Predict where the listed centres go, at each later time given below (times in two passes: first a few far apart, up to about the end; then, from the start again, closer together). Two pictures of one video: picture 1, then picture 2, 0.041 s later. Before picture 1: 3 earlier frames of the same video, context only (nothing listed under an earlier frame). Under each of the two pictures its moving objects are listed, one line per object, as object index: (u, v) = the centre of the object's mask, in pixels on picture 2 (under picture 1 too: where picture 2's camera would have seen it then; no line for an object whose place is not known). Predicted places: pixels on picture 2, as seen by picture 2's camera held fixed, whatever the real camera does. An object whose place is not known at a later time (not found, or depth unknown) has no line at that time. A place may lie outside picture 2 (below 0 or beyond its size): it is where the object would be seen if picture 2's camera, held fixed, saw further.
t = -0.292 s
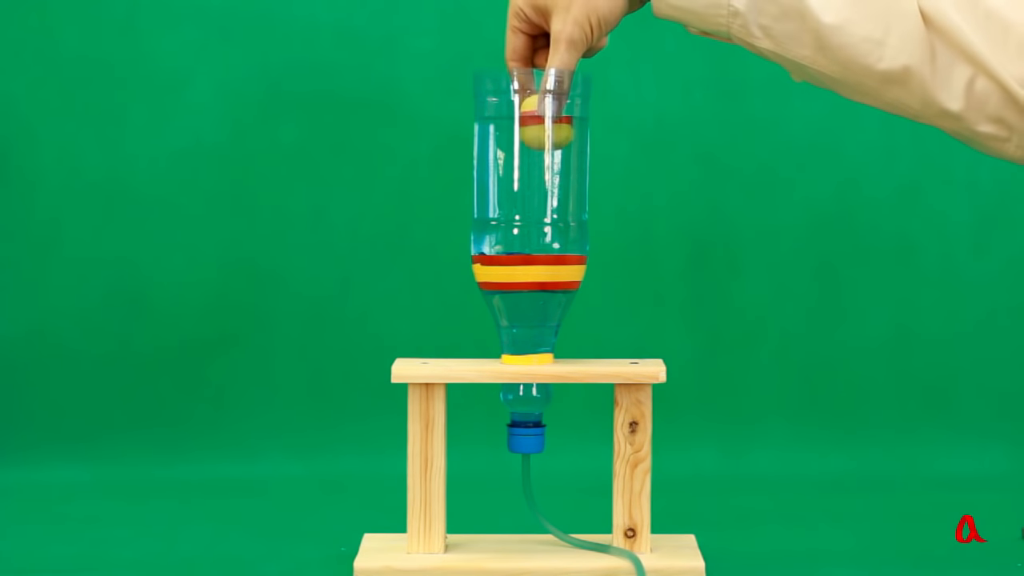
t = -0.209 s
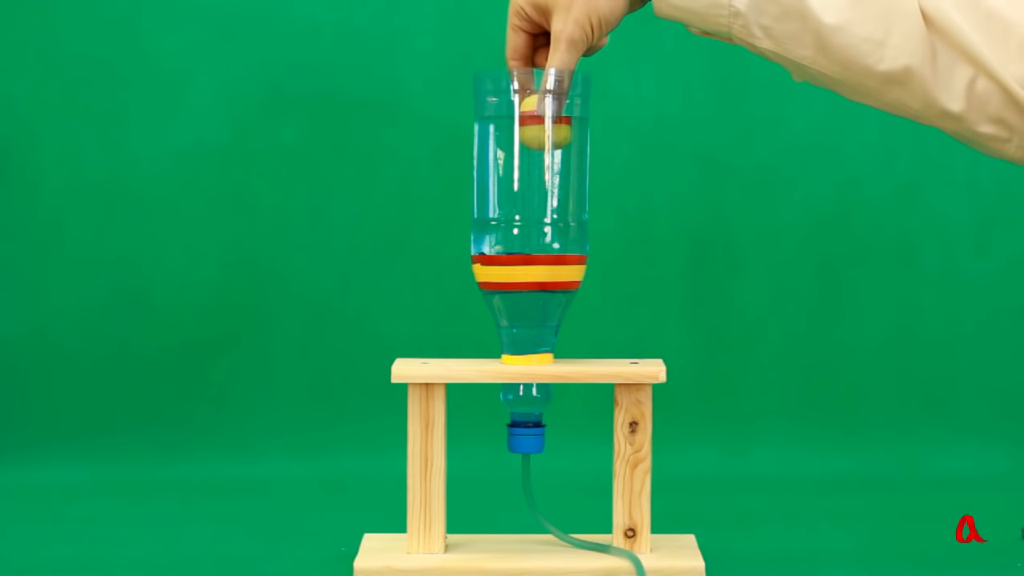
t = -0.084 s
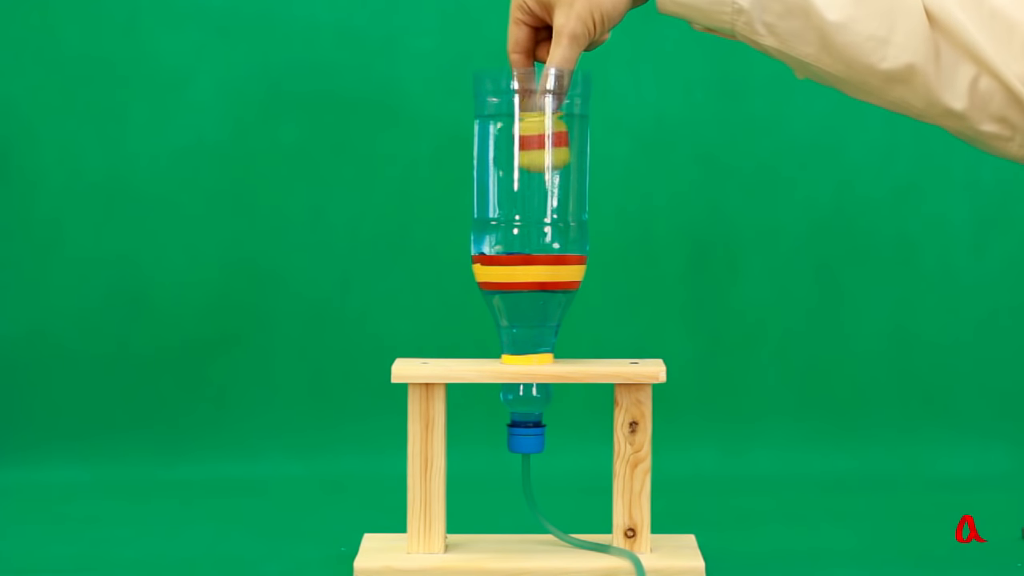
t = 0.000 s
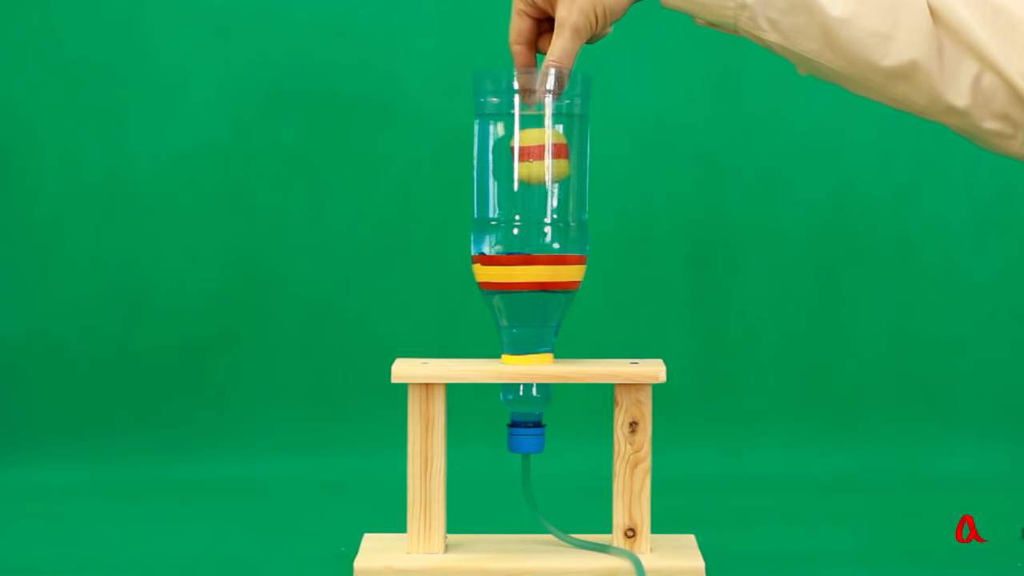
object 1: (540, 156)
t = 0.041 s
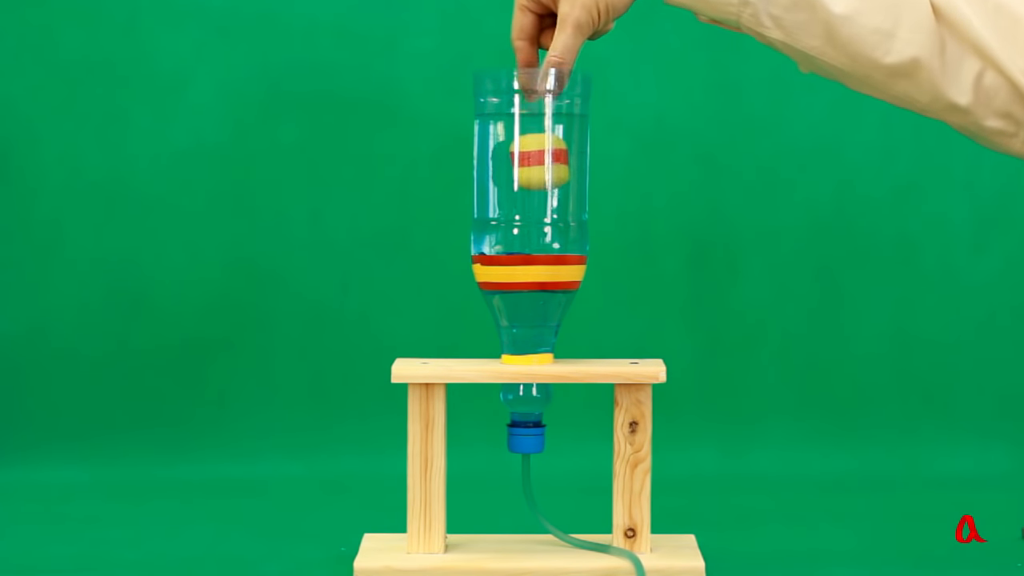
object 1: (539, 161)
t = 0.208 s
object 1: (536, 179)
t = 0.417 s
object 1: (532, 192)
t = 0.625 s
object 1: (529, 195)
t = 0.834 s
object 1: (524, 191)
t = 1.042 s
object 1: (518, 180)
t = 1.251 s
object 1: (513, 161)
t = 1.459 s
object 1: (510, 139)
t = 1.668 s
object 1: (509, 139)
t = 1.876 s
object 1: (508, 152)
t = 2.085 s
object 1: (509, 154)
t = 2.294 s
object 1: (509, 149)
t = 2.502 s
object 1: (509, 139)
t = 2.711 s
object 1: (508, 139)
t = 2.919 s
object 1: (508, 147)
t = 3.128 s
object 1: (508, 147)
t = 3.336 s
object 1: (507, 140)
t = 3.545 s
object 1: (507, 139)
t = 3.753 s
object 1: (506, 143)
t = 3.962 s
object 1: (505, 141)
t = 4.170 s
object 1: (505, 140)
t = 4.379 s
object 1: (504, 142)
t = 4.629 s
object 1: (504, 140)
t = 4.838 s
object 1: (503, 141)
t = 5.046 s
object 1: (503, 141)
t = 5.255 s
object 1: (503, 141)
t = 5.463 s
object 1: (503, 141)
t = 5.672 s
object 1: (504, 141)
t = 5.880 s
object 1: (505, 141)
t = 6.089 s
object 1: (507, 141)
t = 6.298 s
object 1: (508, 141)
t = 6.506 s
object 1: (509, 140)
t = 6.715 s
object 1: (511, 140)
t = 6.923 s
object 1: (513, 140)
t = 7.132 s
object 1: (515, 140)
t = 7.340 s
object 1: (517, 140)
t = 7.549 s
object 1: (517, 140)
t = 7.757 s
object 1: (521, 141)
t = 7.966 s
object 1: (523, 140)
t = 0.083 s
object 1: (539, 167)
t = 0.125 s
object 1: (538, 171)
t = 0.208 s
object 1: (536, 179)
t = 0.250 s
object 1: (536, 182)
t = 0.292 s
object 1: (535, 185)
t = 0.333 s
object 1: (535, 188)
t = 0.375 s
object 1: (534, 190)
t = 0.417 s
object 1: (532, 192)
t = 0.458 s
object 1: (532, 193)
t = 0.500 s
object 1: (531, 194)
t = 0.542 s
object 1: (530, 194)
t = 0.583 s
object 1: (530, 195)
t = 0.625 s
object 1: (529, 195)
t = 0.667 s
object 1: (528, 194)
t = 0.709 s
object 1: (522, 194)
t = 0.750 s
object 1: (527, 194)
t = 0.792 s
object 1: (525, 193)
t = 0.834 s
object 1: (524, 191)
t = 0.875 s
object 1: (524, 189)
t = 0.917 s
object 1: (523, 187)
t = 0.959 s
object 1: (519, 186)
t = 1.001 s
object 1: (522, 183)
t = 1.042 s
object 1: (518, 180)
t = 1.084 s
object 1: (521, 177)
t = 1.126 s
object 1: (517, 174)
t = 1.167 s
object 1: (513, 170)
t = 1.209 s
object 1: (514, 166)
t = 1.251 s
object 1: (513, 161)
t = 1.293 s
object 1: (512, 157)
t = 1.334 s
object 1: (512, 152)
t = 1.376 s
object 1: (511, 148)
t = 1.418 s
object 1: (510, 143)
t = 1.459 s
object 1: (510, 139)
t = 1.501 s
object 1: (510, 136)
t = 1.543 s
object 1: (510, 134)
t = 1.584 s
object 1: (510, 134)
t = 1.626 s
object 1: (509, 137)
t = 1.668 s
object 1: (509, 139)
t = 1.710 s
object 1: (509, 141)
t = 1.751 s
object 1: (509, 144)
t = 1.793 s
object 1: (509, 149)
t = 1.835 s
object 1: (508, 151)
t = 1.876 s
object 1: (508, 152)
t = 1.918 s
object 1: (508, 152)
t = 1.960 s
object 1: (508, 153)
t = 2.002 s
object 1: (508, 154)
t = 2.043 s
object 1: (509, 154)
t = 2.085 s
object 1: (509, 154)
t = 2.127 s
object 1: (509, 154)
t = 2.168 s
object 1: (509, 153)
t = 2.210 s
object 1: (509, 152)
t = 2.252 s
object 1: (509, 150)
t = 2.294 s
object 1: (509, 149)
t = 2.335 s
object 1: (509, 148)
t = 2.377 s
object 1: (509, 145)
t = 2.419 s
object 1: (509, 142)
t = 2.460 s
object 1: (509, 140)
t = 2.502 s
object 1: (509, 139)
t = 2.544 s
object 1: (509, 137)
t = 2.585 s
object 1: (509, 137)
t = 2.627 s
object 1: (509, 137)
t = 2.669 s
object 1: (509, 138)
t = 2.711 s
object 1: (508, 139)
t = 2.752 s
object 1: (508, 140)
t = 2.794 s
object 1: (508, 142)
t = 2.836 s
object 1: (508, 143)
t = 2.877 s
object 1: (508, 145)
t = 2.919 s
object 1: (508, 147)
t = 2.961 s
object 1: (508, 147)
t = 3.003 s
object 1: (508, 147)
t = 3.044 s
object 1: (508, 147)
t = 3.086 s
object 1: (508, 147)
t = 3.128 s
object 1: (508, 147)
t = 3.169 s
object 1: (508, 146)
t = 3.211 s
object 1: (508, 145)
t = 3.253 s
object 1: (507, 143)
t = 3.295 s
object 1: (507, 142)
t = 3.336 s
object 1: (507, 140)
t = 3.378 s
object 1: (508, 139)
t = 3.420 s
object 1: (507, 138)
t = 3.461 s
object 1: (507, 138)
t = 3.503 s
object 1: (507, 139)
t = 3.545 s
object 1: (507, 139)
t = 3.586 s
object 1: (507, 140)
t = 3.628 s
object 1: (506, 141)
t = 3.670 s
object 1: (506, 142)
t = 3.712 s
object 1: (506, 142)
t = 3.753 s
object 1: (506, 143)
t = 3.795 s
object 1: (506, 143)
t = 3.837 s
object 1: (506, 143)
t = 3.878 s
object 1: (505, 142)
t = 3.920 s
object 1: (505, 142)
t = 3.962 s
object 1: (505, 141)
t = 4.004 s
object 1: (506, 140)
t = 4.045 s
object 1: (505, 140)
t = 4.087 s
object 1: (505, 140)
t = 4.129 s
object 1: (505, 140)
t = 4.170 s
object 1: (505, 140)
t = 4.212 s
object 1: (505, 141)
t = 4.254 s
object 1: (505, 141)
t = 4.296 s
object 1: (505, 142)
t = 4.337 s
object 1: (504, 142)
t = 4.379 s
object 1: (504, 142)
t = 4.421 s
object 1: (504, 142)
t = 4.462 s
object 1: (504, 141)
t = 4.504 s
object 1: (504, 141)
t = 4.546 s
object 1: (504, 141)
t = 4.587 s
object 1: (504, 140)
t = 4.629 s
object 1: (504, 140)
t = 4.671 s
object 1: (504, 141)
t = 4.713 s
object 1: (504, 141)
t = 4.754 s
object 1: (503, 141)
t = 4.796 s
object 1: (503, 141)
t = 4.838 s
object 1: (503, 141)
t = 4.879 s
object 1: (503, 141)
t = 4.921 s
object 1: (503, 141)
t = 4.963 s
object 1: (503, 141)
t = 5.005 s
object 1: (503, 141)
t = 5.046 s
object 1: (503, 141)
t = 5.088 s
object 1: (503, 140)
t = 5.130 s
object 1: (503, 140)
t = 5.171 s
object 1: (503, 141)
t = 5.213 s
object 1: (503, 141)
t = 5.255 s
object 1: (503, 141)
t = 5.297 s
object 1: (503, 141)
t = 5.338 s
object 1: (503, 141)
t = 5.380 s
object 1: (503, 141)
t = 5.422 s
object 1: (503, 141)
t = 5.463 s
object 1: (503, 141)
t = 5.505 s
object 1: (503, 141)
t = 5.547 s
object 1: (503, 141)
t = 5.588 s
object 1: (503, 141)
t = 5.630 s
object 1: (504, 141)
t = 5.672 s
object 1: (504, 141)
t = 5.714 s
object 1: (504, 141)
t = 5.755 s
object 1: (504, 141)
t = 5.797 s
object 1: (504, 141)
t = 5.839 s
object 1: (505, 141)
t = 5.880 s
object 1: (505, 141)
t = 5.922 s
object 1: (505, 141)
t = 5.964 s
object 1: (506, 141)
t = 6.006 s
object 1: (506, 141)
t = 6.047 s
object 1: (506, 141)
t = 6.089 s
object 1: (507, 141)
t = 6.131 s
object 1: (507, 141)
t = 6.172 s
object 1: (507, 141)
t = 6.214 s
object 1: (508, 141)
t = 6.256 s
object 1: (508, 141)
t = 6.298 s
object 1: (508, 141)
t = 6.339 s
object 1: (509, 141)
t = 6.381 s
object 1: (509, 141)
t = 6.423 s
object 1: (509, 141)
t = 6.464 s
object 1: (509, 140)
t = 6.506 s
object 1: (509, 140)
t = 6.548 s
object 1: (510, 140)
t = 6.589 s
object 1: (510, 140)
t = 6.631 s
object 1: (510, 140)
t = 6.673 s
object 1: (511, 140)
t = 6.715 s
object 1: (511, 140)
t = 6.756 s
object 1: (512, 140)
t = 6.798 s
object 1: (512, 140)
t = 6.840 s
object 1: (512, 140)
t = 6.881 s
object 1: (513, 140)
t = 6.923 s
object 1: (513, 140)
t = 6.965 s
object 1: (513, 140)
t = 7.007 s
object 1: (514, 140)
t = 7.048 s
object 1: (514, 140)
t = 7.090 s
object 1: (515, 140)
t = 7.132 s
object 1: (515, 140)
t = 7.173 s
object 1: (515, 140)
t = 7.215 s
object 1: (515, 140)
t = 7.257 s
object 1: (516, 140)
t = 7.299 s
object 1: (516, 140)
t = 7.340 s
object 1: (517, 140)
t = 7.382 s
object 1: (517, 140)
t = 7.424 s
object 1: (518, 140)
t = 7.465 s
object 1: (517, 140)
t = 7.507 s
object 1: (519, 140)
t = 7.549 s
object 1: (517, 140)
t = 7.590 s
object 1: (519, 140)
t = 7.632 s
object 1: (520, 140)
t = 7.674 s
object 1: (521, 140)
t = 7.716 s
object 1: (521, 141)
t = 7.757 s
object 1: (521, 141)
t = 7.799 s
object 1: (521, 141)
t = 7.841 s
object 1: (522, 140)
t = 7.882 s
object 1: (522, 140)
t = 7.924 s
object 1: (522, 140)
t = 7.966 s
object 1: (523, 140)
